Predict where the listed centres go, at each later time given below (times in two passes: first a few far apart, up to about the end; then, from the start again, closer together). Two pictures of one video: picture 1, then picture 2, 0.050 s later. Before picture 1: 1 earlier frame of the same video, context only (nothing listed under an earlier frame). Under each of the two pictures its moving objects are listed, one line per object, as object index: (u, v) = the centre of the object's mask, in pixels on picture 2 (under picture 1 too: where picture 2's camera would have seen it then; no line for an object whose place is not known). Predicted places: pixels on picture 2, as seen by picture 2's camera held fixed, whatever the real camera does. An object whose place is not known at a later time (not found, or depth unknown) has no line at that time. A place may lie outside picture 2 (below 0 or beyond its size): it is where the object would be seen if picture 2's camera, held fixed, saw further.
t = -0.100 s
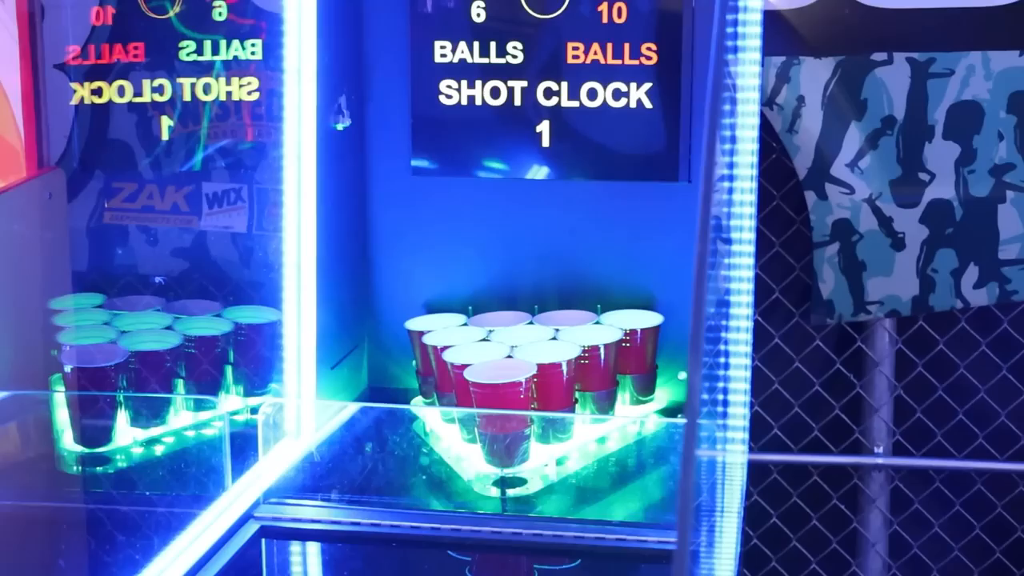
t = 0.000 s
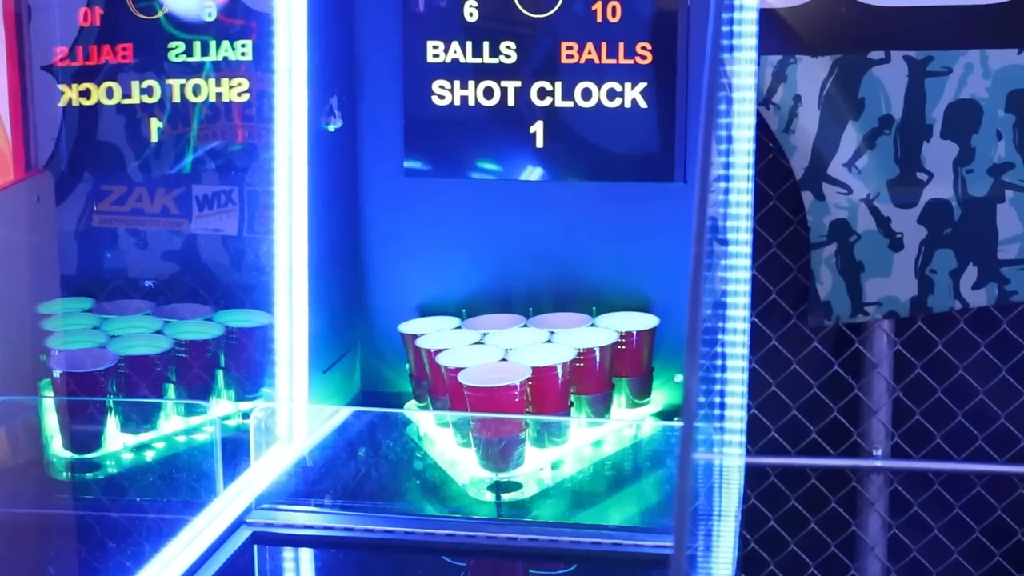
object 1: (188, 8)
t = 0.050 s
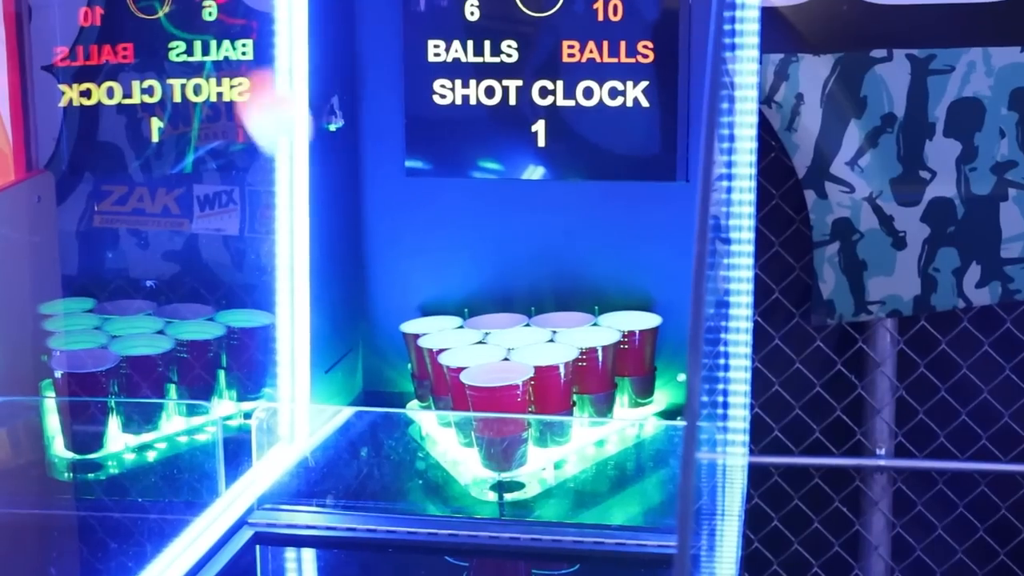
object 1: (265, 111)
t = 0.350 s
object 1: (484, 339)
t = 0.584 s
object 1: (537, 103)
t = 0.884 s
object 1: (597, 311)
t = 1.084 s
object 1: (640, 297)
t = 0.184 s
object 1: (422, 493)
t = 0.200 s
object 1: (435, 539)
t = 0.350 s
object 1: (484, 339)
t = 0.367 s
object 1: (489, 304)
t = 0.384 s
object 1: (492, 271)
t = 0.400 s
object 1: (497, 242)
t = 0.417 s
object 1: (501, 216)
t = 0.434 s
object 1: (505, 193)
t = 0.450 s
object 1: (508, 173)
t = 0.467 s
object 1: (512, 155)
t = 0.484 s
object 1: (516, 140)
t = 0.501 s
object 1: (520, 127)
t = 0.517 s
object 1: (523, 117)
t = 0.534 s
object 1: (527, 110)
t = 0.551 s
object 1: (530, 106)
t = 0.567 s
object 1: (534, 103)
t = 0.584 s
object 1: (537, 103)
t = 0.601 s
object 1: (540, 105)
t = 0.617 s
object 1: (544, 111)
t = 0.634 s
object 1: (547, 118)
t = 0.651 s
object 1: (550, 127)
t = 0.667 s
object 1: (553, 137)
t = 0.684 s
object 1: (556, 151)
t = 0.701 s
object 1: (559, 165)
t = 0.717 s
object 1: (562, 182)
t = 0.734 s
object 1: (565, 201)
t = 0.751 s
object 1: (567, 222)
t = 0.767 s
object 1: (569, 243)
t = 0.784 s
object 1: (572, 267)
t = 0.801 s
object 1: (575, 291)
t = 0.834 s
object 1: (581, 329)
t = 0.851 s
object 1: (587, 322)
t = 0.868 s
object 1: (593, 316)
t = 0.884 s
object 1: (597, 311)
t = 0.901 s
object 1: (605, 311)
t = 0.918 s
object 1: (610, 312)
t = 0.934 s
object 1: (616, 305)
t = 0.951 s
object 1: (621, 302)
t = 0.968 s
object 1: (625, 298)
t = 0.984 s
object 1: (629, 297)
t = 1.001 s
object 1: (634, 297)
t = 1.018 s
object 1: (638, 296)
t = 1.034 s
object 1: (639, 294)
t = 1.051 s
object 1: (639, 294)
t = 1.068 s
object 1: (639, 294)
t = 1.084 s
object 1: (640, 297)
